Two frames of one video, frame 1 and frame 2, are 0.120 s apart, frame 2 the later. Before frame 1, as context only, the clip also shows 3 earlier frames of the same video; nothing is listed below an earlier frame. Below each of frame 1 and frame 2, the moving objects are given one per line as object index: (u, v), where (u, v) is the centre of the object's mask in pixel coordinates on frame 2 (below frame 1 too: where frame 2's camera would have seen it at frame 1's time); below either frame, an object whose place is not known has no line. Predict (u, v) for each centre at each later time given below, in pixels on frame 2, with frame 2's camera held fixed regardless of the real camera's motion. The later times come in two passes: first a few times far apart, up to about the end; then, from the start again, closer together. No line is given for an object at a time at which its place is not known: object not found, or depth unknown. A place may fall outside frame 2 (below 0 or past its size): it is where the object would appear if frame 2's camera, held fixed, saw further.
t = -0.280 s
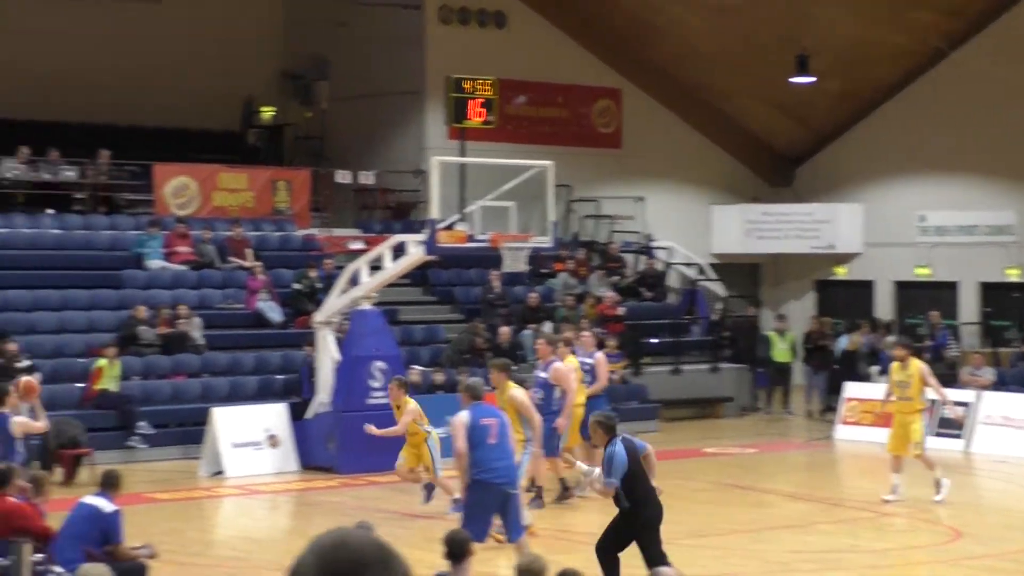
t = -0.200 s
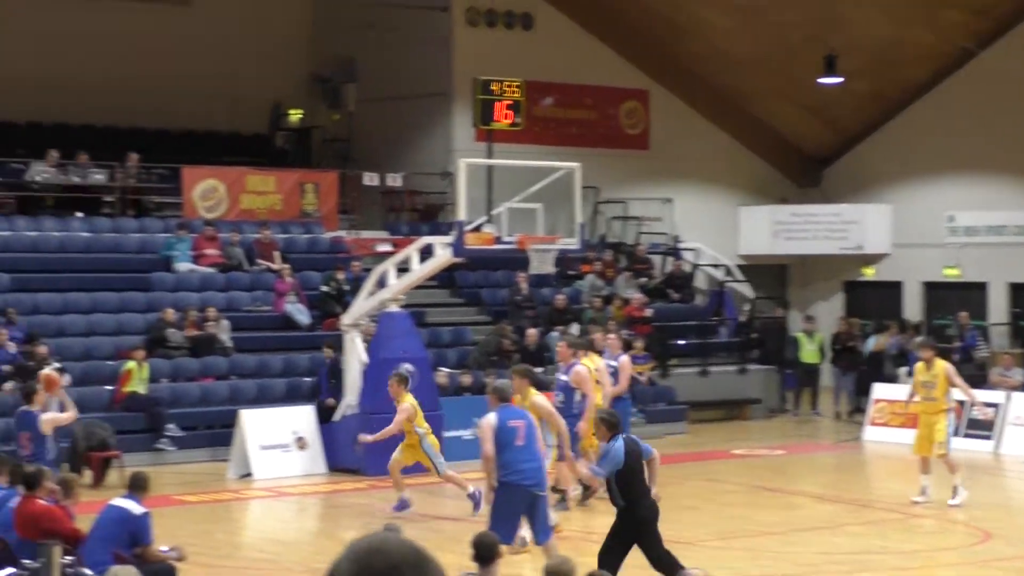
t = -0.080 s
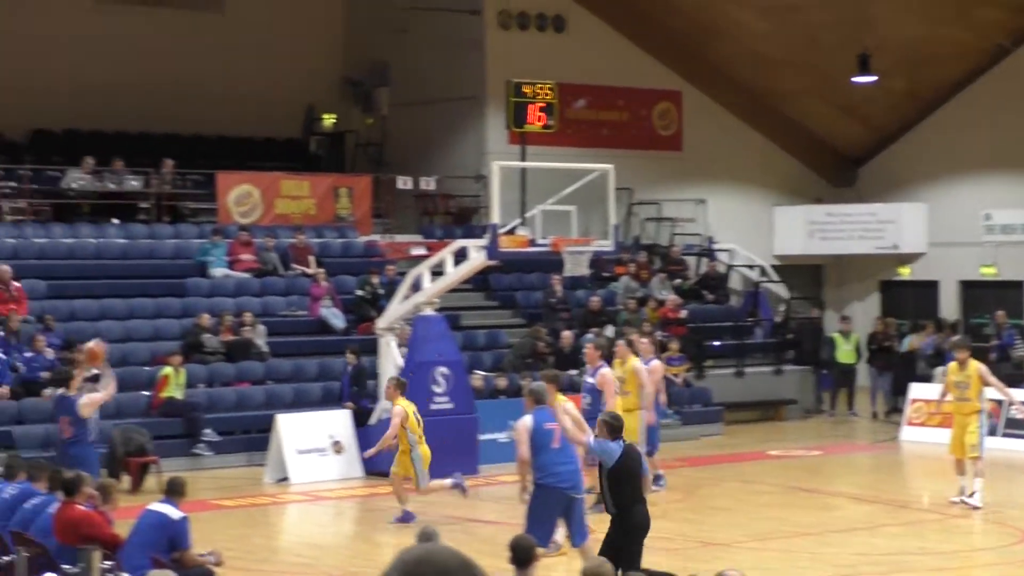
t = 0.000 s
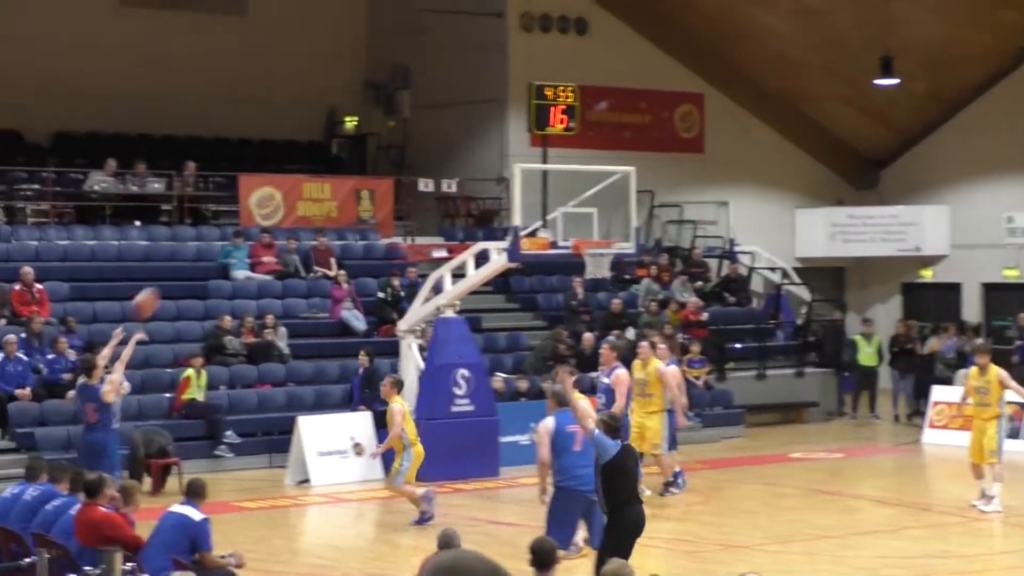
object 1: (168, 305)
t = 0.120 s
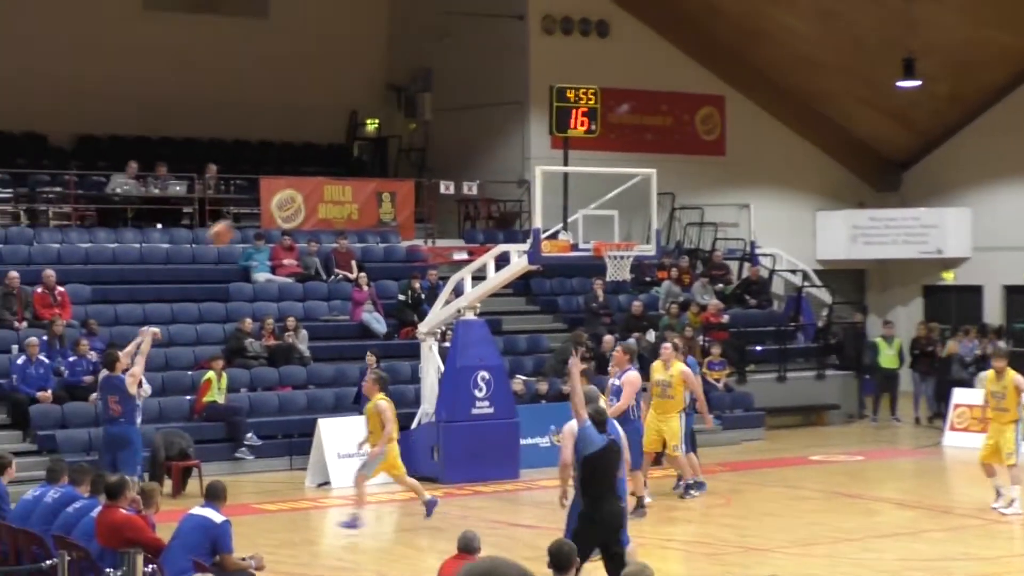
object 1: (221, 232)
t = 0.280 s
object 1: (289, 162)
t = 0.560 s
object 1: (399, 102)
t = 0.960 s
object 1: (537, 139)
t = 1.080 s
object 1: (575, 176)
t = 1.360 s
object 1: (628, 272)
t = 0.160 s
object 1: (238, 213)
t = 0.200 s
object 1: (253, 193)
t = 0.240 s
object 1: (272, 174)
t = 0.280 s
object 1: (289, 162)
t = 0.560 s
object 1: (399, 102)
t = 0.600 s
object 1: (414, 100)
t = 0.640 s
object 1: (428, 99)
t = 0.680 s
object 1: (443, 99)
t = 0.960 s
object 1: (537, 139)
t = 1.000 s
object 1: (550, 149)
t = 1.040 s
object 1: (563, 161)
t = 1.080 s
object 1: (575, 176)
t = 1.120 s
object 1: (587, 188)
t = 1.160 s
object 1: (600, 203)
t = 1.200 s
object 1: (611, 221)
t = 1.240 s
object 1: (624, 236)
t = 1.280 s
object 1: (632, 256)
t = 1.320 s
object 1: (630, 265)
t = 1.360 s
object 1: (628, 272)
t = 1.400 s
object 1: (625, 280)
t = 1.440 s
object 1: (622, 289)
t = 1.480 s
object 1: (620, 299)
